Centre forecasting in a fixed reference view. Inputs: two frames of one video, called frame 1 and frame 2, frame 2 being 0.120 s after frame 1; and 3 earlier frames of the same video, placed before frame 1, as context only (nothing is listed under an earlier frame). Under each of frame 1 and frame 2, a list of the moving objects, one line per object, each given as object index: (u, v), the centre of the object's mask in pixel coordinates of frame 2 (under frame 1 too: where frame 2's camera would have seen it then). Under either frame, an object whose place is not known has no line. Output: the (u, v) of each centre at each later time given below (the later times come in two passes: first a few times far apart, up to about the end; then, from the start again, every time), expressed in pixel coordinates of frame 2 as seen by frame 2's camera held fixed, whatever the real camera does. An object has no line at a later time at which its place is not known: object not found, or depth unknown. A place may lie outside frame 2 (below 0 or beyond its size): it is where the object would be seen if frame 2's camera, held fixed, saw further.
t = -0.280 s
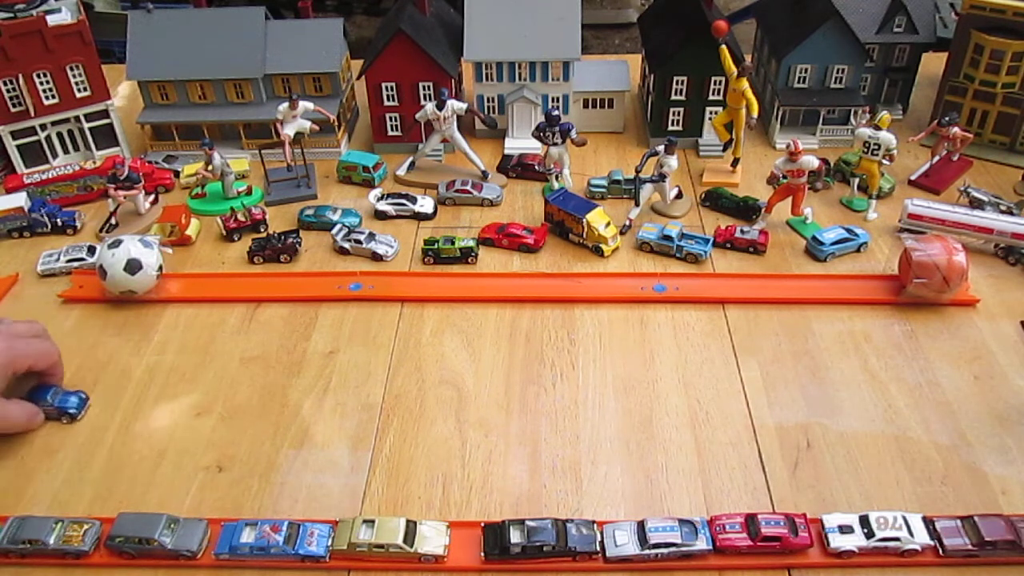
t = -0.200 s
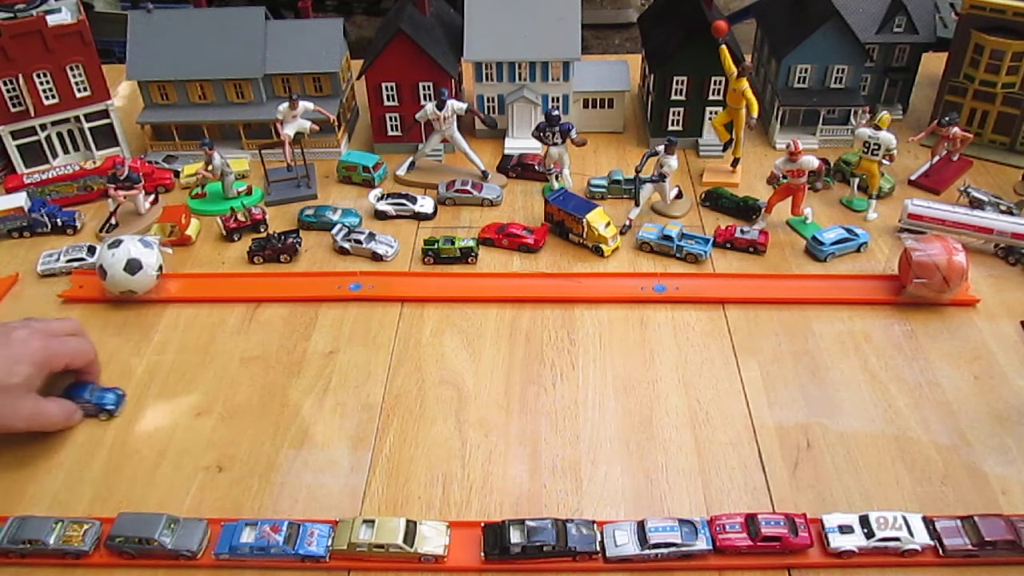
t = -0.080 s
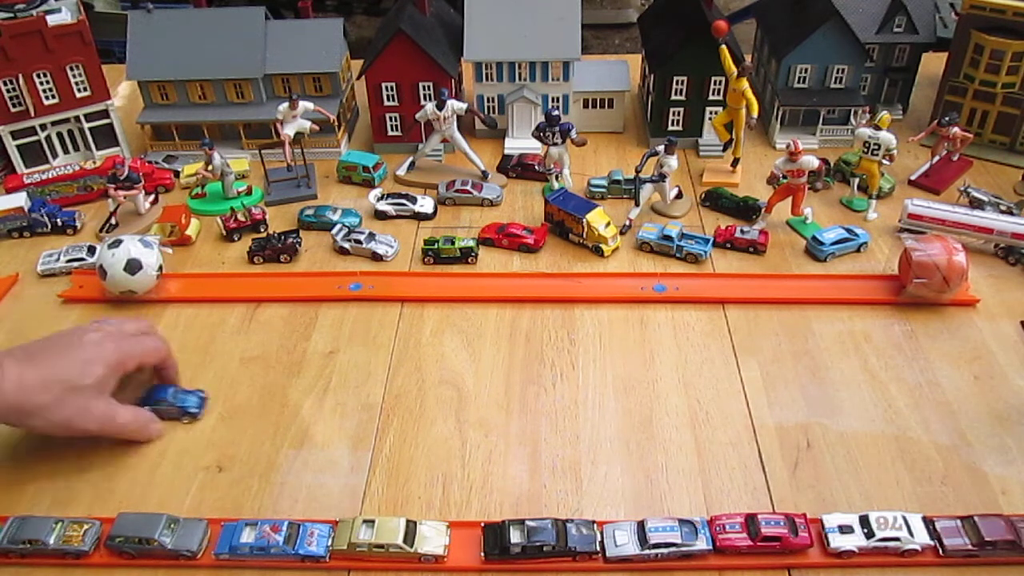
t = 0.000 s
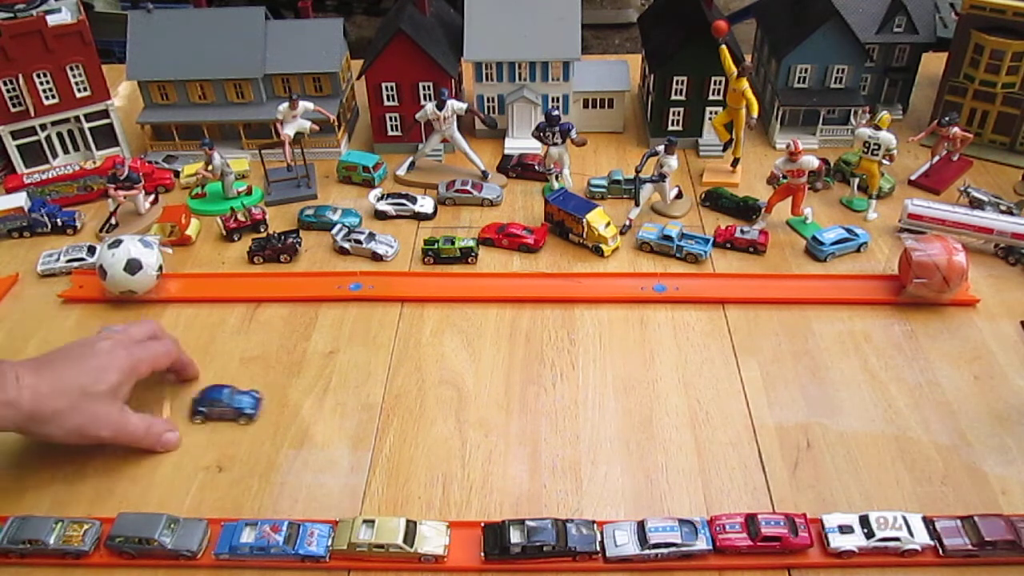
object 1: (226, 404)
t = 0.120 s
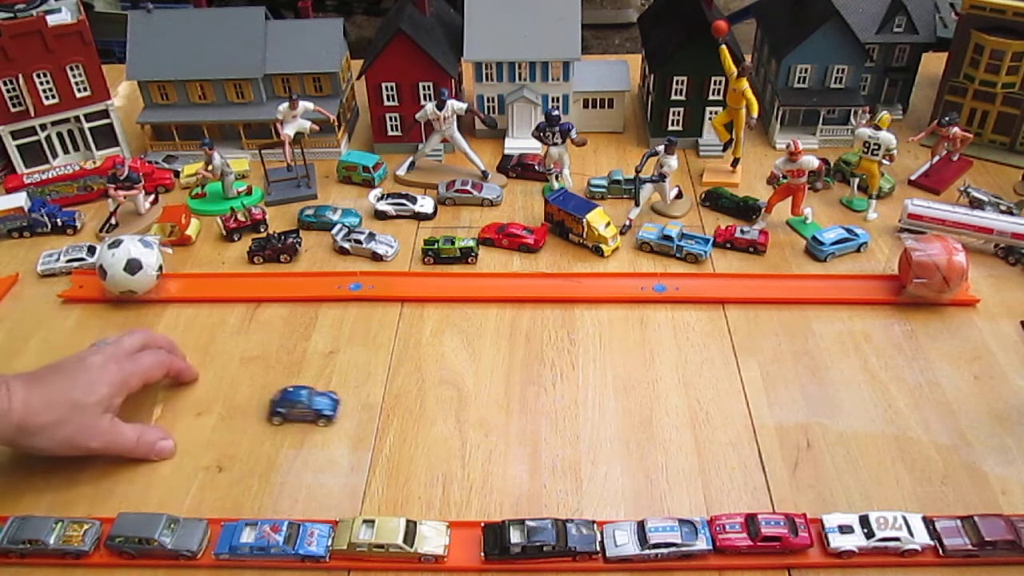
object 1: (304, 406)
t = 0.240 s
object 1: (376, 408)
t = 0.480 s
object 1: (502, 417)
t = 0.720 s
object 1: (608, 424)
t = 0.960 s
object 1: (687, 431)
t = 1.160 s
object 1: (735, 435)
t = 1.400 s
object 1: (757, 437)
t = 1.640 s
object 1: (756, 437)
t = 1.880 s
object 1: (752, 437)
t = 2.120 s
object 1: (751, 437)
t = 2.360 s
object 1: (751, 437)
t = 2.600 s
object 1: (751, 437)
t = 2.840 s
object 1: (751, 437)
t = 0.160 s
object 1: (328, 407)
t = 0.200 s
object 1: (352, 408)
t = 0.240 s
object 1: (376, 408)
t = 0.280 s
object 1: (399, 410)
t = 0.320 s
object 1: (421, 411)
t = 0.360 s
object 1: (442, 413)
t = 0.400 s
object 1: (463, 414)
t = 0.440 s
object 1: (483, 415)
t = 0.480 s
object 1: (502, 417)
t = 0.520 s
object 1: (522, 418)
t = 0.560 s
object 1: (540, 419)
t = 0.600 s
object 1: (557, 420)
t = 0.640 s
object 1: (575, 421)
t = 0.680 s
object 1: (591, 423)
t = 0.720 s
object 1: (608, 424)
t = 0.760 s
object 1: (623, 425)
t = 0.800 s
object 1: (637, 426)
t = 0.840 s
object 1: (651, 427)
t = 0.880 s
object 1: (664, 428)
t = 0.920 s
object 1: (676, 430)
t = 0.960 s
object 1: (687, 431)
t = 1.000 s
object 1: (699, 431)
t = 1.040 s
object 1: (709, 433)
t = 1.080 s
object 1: (719, 433)
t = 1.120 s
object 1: (727, 435)
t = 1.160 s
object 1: (735, 435)
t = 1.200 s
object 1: (740, 436)
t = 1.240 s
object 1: (745, 436)
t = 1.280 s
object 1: (749, 437)
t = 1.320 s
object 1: (752, 437)
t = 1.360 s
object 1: (755, 437)
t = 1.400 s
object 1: (757, 437)
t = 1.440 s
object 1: (757, 438)
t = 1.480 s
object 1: (758, 438)
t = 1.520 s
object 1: (758, 437)
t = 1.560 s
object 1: (757, 437)
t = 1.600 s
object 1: (757, 437)
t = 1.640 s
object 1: (756, 437)
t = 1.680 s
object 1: (755, 437)
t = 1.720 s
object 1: (754, 437)
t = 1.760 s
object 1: (753, 437)
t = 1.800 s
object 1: (753, 437)
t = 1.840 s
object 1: (752, 437)
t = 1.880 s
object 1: (752, 437)
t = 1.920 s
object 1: (752, 437)
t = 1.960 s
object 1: (751, 437)
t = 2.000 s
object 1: (751, 437)
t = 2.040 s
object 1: (751, 437)
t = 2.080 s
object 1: (751, 437)
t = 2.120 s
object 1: (751, 437)
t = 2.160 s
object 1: (751, 437)
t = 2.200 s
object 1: (751, 437)
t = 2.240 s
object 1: (751, 437)
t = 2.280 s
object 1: (751, 437)
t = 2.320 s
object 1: (751, 437)
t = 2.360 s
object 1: (751, 437)
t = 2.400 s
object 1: (751, 437)
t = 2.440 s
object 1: (751, 437)
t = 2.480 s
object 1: (751, 437)
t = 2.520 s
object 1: (751, 437)
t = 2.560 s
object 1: (751, 437)
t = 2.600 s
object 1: (751, 437)
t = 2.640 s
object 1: (751, 437)
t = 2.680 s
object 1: (751, 437)
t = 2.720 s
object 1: (751, 437)
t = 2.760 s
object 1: (751, 437)
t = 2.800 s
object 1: (751, 437)
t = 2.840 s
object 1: (751, 437)
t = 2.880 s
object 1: (751, 437)
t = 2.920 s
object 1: (751, 437)
